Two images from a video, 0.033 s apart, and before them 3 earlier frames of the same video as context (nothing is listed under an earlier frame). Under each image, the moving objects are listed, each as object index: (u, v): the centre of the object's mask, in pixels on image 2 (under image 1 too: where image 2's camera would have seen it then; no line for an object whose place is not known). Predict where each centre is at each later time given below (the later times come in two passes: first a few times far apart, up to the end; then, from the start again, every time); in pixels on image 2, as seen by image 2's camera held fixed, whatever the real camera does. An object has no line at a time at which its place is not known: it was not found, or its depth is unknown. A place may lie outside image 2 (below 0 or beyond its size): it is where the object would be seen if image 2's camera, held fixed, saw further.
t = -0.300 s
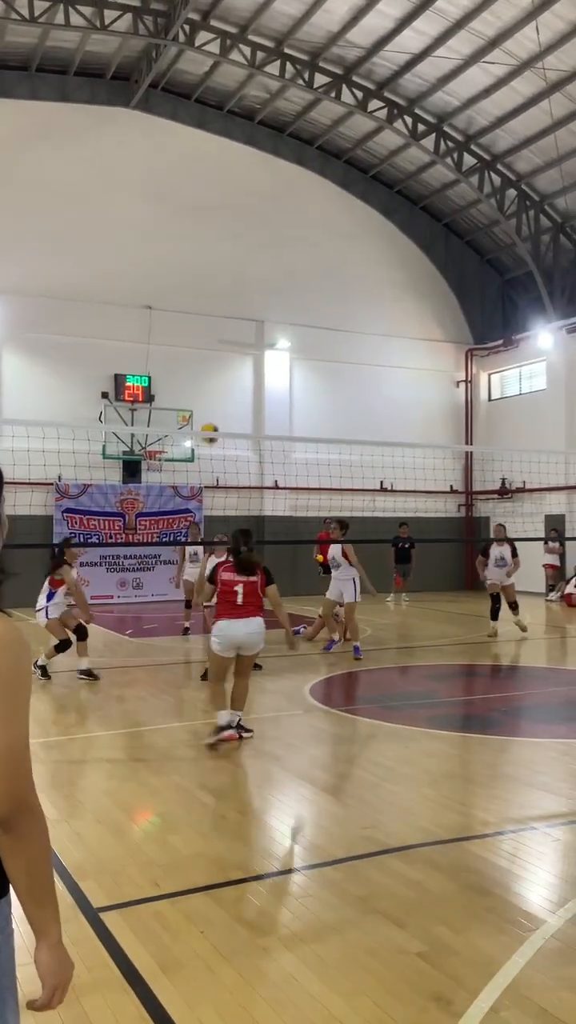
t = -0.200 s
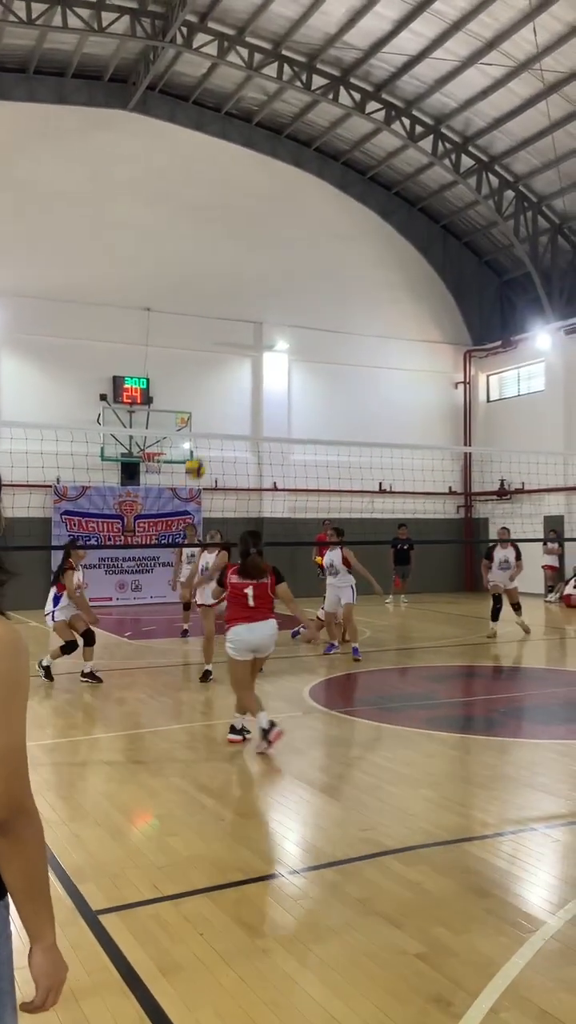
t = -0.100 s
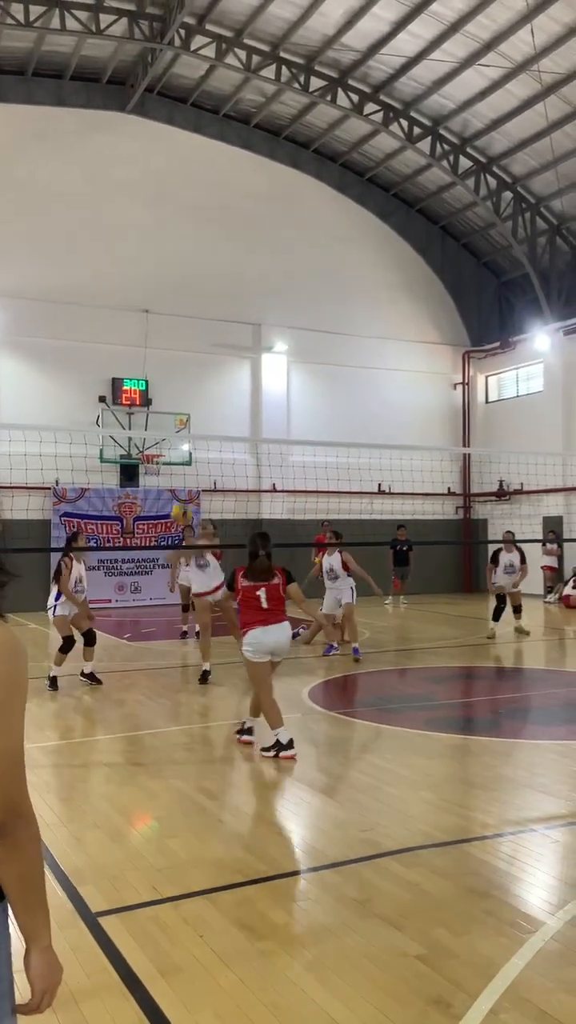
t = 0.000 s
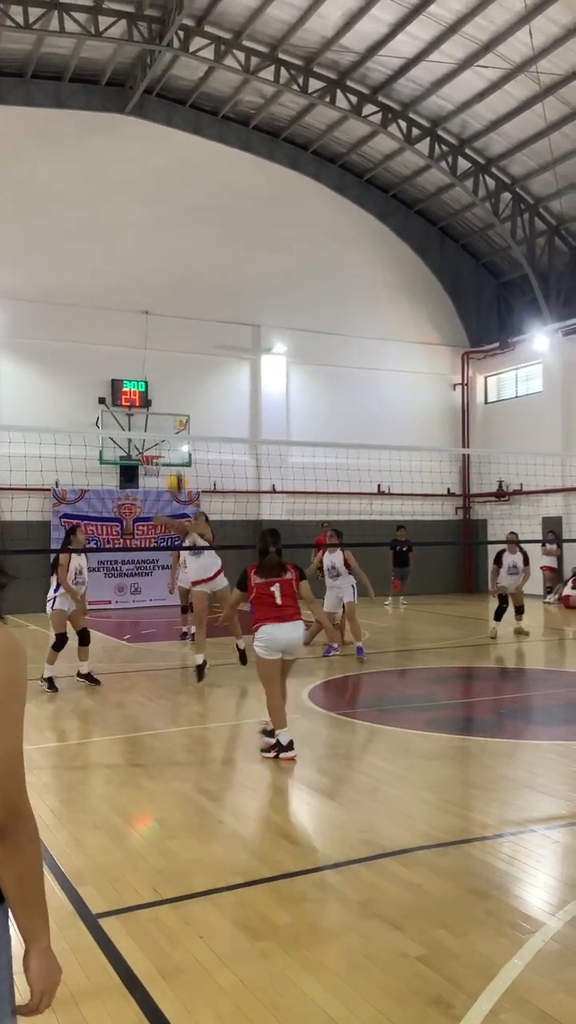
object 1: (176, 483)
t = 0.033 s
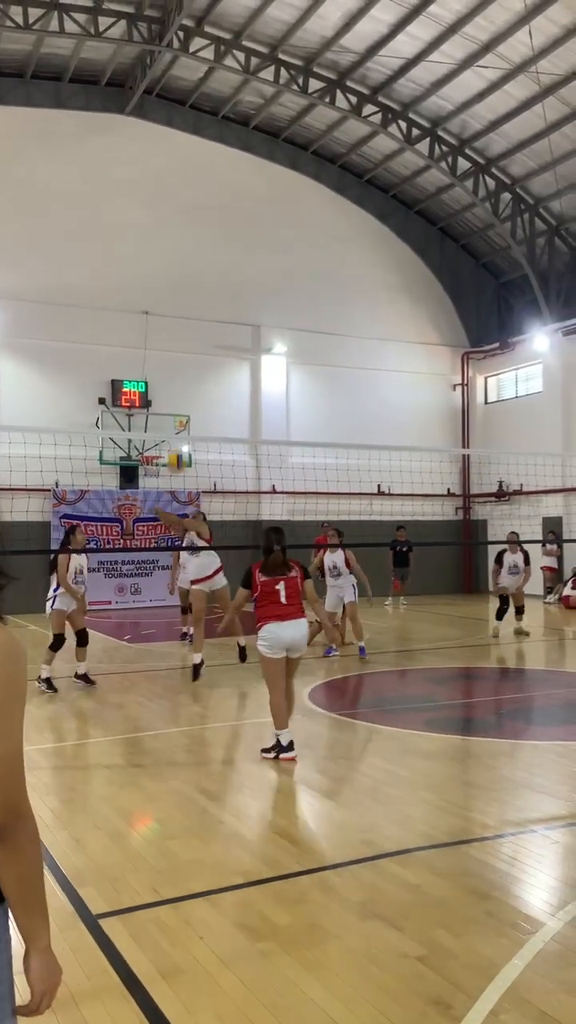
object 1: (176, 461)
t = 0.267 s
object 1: (175, 327)
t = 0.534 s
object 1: (176, 240)
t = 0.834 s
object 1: (178, 231)
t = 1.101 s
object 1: (181, 305)
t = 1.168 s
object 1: (182, 336)
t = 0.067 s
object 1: (174, 440)
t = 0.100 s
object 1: (176, 417)
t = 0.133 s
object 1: (176, 397)
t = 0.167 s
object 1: (175, 378)
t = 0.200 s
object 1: (176, 360)
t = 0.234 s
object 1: (176, 343)
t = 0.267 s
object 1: (175, 327)
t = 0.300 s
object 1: (176, 312)
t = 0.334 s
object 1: (176, 298)
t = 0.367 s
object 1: (175, 286)
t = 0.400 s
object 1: (176, 274)
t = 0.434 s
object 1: (175, 264)
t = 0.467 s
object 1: (176, 256)
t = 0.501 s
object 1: (176, 247)
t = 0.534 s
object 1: (176, 240)
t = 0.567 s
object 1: (176, 234)
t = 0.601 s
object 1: (177, 230)
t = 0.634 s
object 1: (177, 227)
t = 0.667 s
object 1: (178, 225)
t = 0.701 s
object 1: (178, 225)
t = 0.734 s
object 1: (178, 225)
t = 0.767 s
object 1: (178, 225)
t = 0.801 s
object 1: (178, 227)
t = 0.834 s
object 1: (178, 231)
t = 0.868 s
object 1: (178, 236)
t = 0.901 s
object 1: (179, 242)
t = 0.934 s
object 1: (179, 249)
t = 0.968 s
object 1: (179, 258)
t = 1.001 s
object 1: (180, 268)
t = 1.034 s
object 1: (180, 279)
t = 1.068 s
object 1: (180, 291)
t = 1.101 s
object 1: (181, 305)
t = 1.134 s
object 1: (181, 320)
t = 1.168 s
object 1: (182, 336)
